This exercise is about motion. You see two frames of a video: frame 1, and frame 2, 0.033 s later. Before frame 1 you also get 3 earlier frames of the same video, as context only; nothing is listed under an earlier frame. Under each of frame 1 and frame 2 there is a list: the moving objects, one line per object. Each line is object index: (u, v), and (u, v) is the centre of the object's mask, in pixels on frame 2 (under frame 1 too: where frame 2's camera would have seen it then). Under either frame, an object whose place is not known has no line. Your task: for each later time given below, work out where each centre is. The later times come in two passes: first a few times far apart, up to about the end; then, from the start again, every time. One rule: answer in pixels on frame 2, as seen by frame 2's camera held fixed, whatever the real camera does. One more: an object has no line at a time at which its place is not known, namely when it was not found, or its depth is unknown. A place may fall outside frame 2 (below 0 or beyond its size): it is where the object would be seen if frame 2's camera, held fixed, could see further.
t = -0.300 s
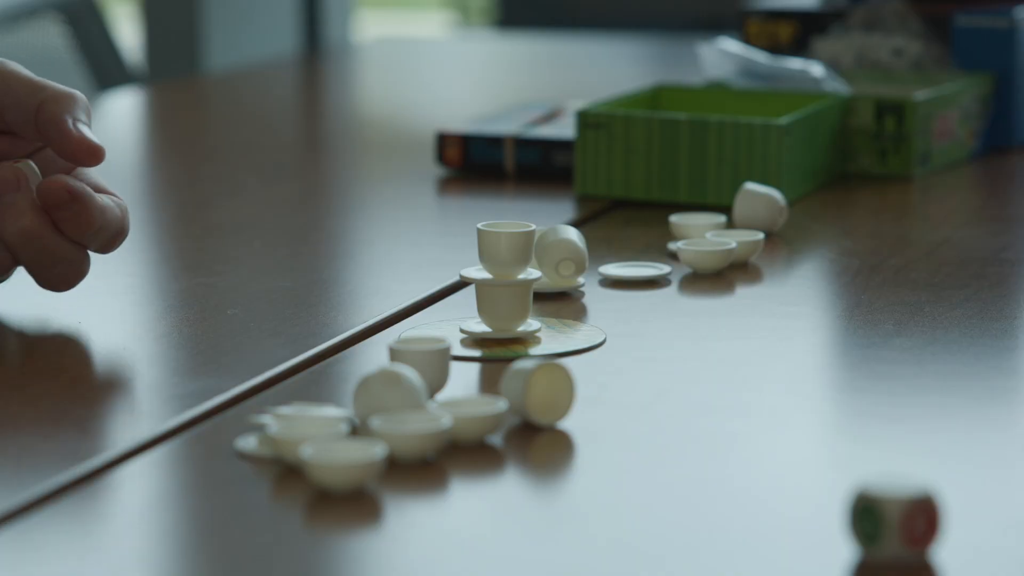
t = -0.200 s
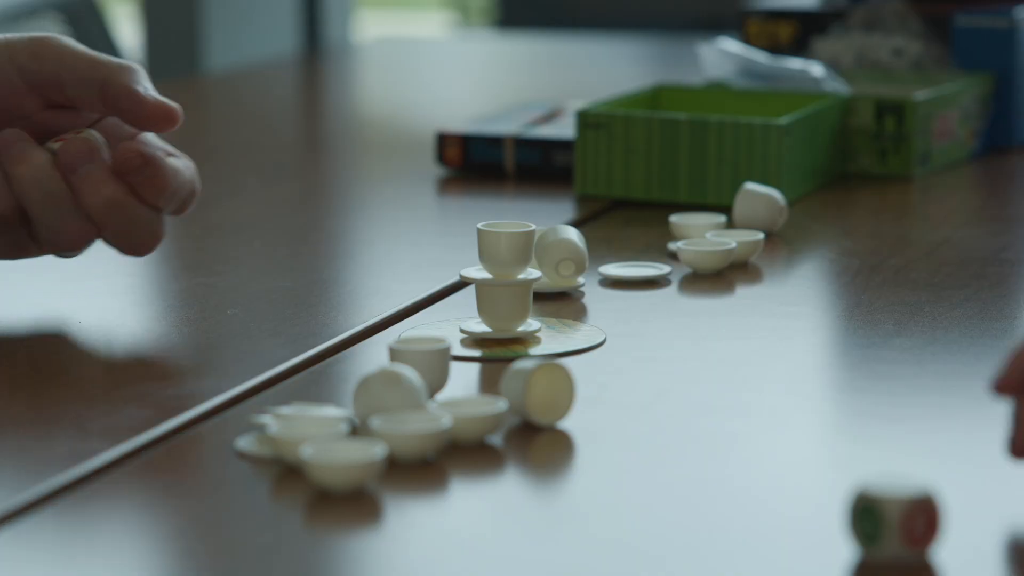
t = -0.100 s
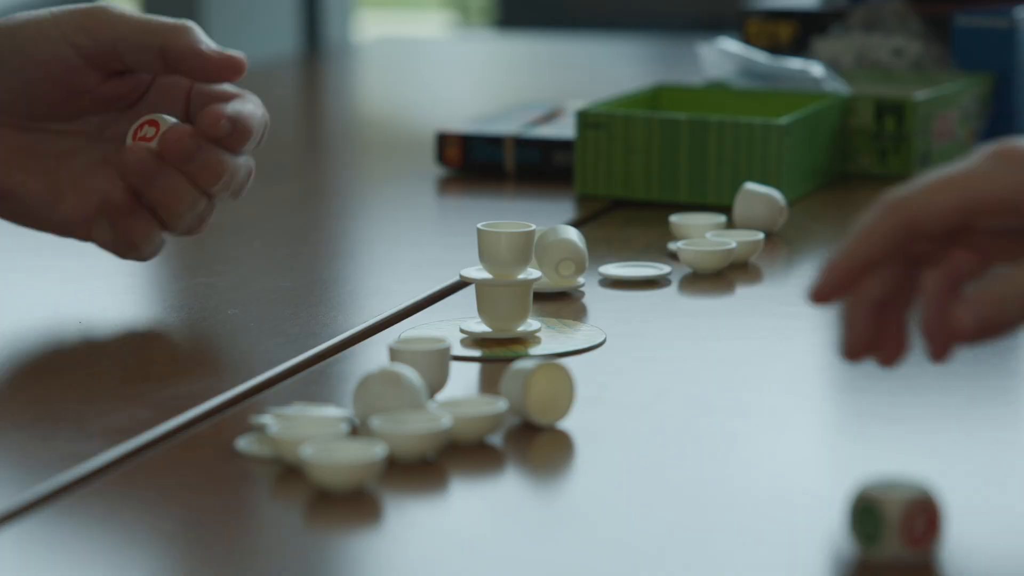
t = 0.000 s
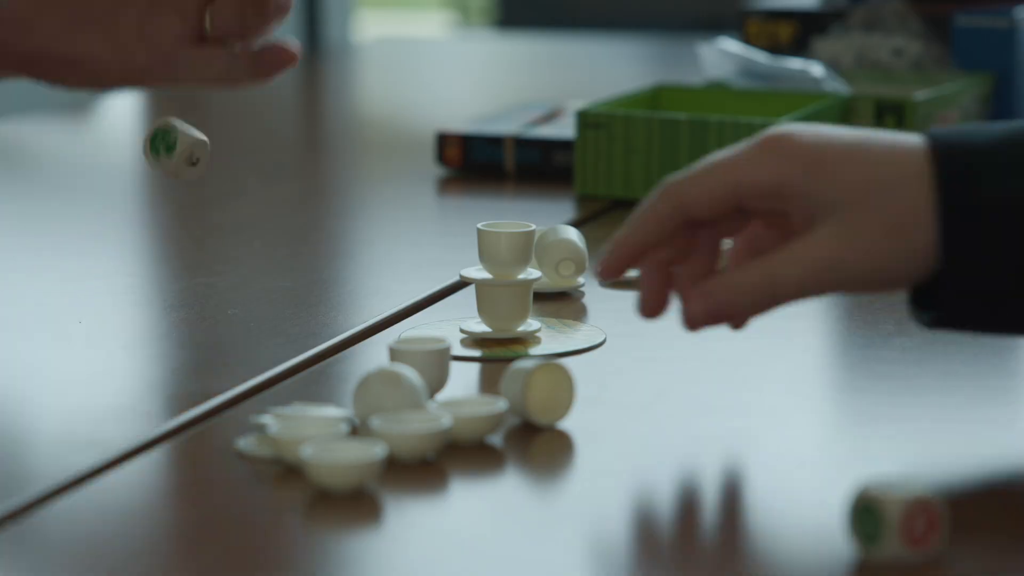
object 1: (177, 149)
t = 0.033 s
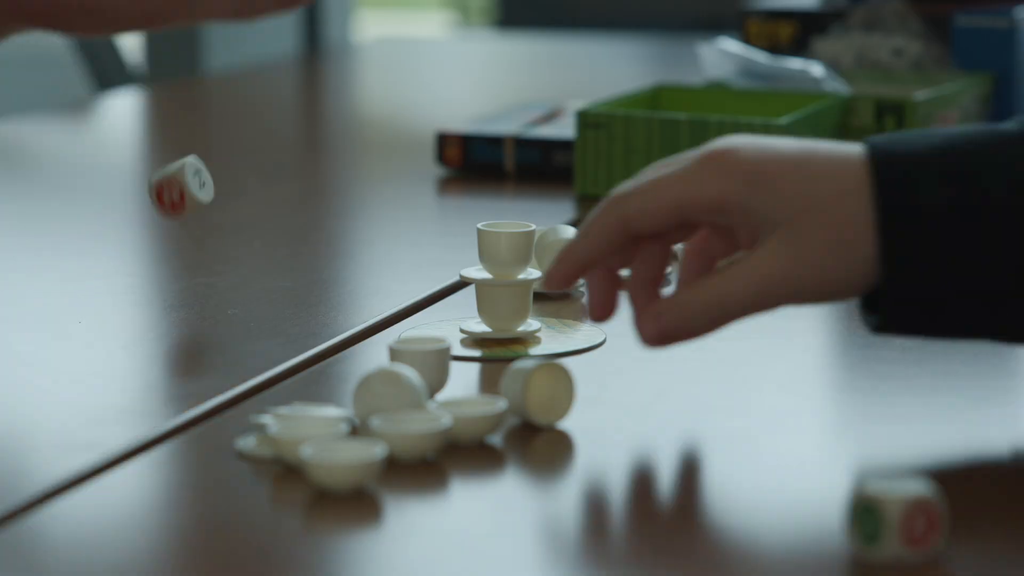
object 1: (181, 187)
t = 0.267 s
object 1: (105, 273)
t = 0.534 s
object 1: (50, 318)
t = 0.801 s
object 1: (49, 320)
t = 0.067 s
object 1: (187, 256)
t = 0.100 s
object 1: (176, 249)
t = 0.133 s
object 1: (165, 264)
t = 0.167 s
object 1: (147, 245)
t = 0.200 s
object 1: (131, 252)
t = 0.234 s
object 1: (115, 268)
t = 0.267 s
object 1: (105, 273)
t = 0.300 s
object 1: (93, 287)
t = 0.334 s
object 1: (84, 287)
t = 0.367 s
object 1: (79, 293)
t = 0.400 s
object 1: (74, 304)
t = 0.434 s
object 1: (64, 305)
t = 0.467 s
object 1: (55, 309)
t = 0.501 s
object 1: (51, 317)
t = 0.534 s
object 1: (50, 318)
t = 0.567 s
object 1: (50, 319)
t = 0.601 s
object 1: (50, 319)
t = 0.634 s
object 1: (50, 320)
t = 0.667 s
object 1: (48, 320)
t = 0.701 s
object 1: (48, 320)
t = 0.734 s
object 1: (48, 320)
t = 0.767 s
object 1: (48, 320)
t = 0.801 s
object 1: (49, 320)
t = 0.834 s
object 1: (49, 320)
